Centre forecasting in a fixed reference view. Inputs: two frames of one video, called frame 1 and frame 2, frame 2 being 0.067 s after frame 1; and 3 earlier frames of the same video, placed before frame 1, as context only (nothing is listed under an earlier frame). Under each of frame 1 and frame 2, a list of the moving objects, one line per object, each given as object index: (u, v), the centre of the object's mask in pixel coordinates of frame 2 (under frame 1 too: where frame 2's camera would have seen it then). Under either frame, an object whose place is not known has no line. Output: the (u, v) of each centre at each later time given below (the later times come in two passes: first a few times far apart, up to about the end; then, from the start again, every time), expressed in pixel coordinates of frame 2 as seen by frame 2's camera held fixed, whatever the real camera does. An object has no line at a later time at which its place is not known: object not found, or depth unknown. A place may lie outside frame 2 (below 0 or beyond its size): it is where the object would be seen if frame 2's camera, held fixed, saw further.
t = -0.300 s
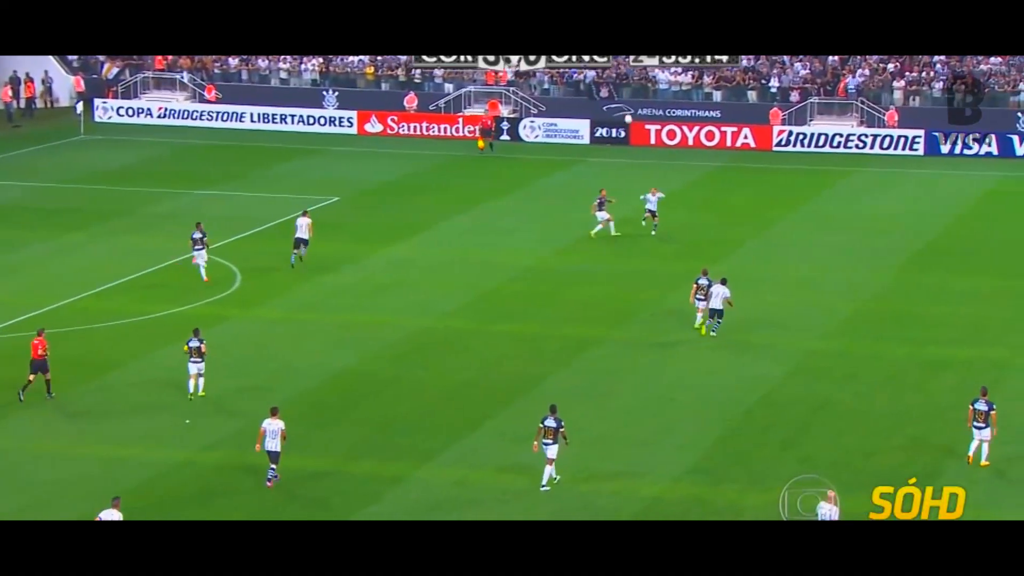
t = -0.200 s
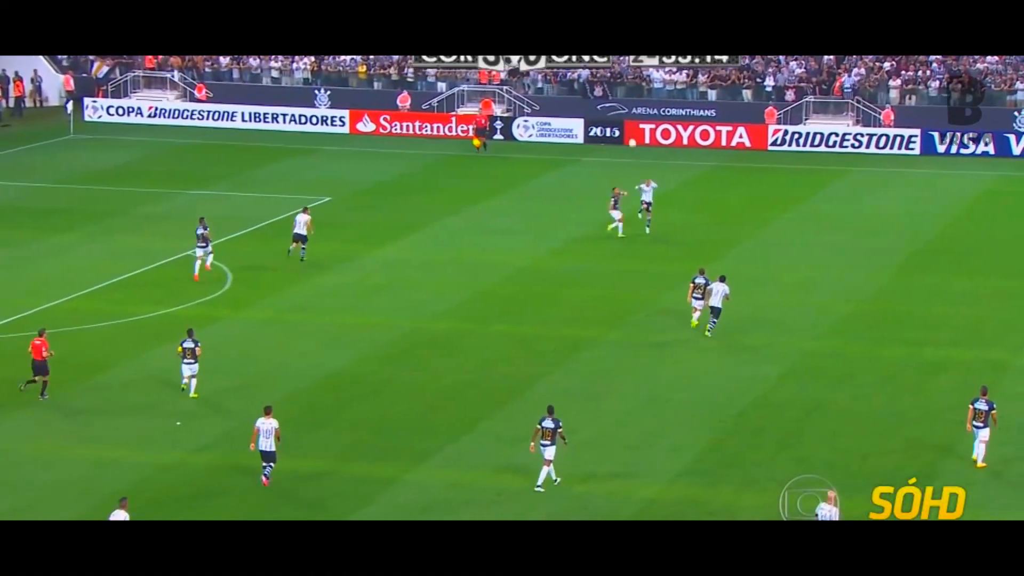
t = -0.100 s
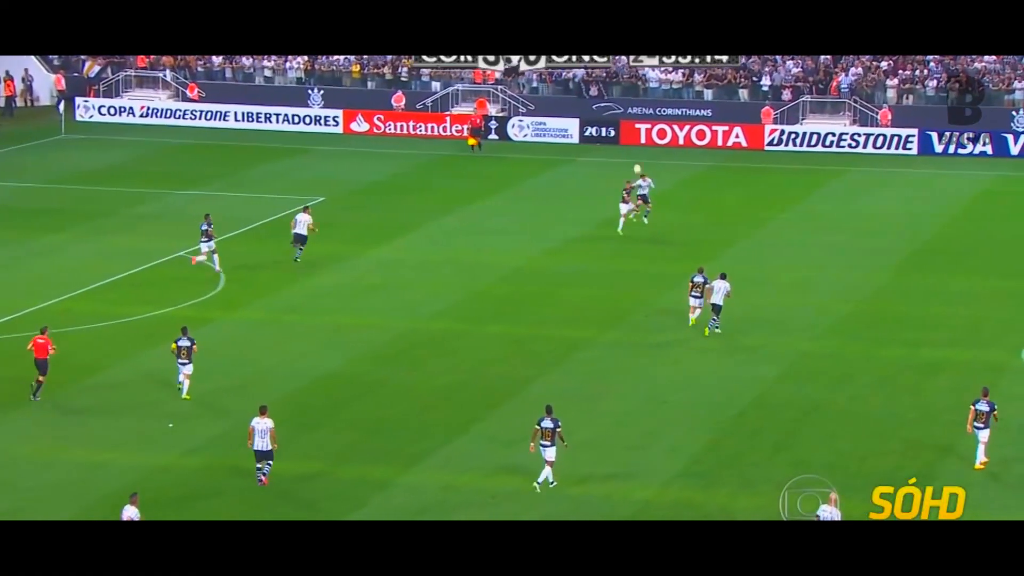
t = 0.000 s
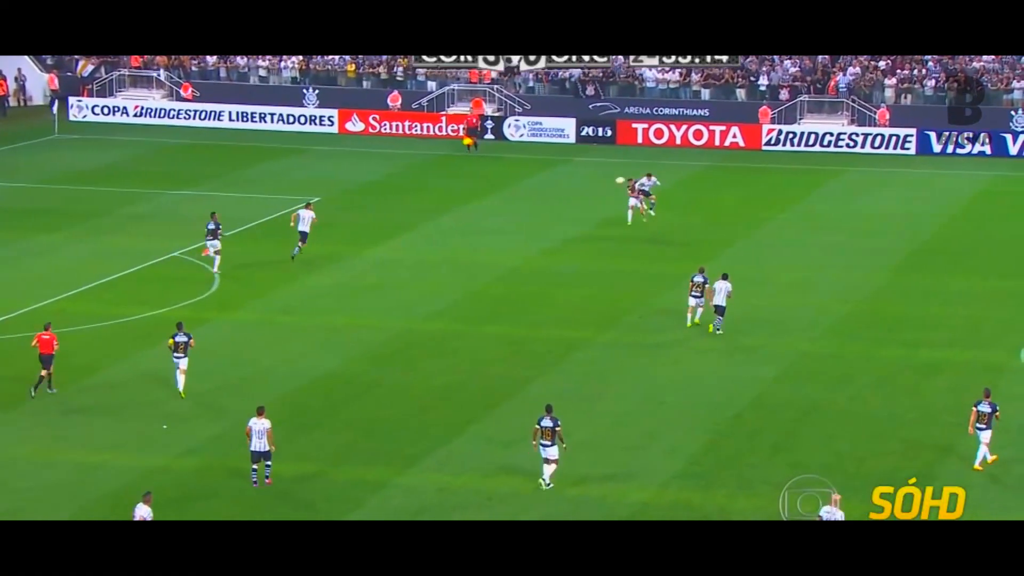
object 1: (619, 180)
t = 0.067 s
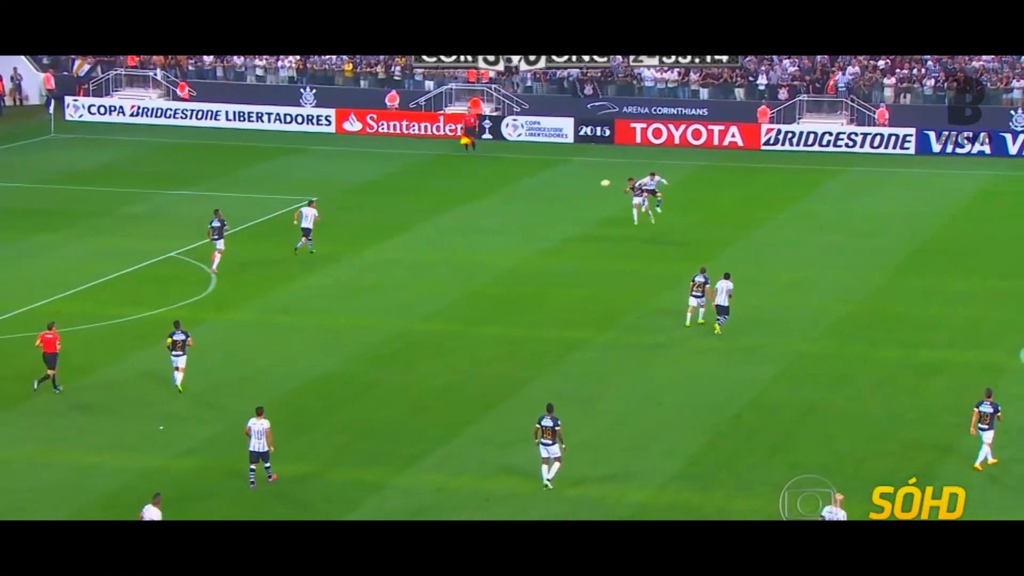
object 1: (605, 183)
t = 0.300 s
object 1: (557, 203)
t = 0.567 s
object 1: (513, 199)
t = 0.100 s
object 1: (598, 185)
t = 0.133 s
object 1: (591, 187)
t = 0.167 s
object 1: (584, 190)
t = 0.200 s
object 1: (577, 192)
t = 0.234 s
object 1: (570, 196)
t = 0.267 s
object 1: (563, 199)
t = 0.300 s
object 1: (557, 203)
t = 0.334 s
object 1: (551, 207)
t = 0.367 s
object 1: (545, 211)
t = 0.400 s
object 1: (539, 216)
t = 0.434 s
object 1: (534, 216)
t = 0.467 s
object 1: (528, 211)
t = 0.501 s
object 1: (523, 207)
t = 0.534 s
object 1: (518, 203)
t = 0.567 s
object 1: (513, 199)
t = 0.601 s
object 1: (508, 196)
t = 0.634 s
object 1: (503, 193)
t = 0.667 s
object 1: (498, 191)
